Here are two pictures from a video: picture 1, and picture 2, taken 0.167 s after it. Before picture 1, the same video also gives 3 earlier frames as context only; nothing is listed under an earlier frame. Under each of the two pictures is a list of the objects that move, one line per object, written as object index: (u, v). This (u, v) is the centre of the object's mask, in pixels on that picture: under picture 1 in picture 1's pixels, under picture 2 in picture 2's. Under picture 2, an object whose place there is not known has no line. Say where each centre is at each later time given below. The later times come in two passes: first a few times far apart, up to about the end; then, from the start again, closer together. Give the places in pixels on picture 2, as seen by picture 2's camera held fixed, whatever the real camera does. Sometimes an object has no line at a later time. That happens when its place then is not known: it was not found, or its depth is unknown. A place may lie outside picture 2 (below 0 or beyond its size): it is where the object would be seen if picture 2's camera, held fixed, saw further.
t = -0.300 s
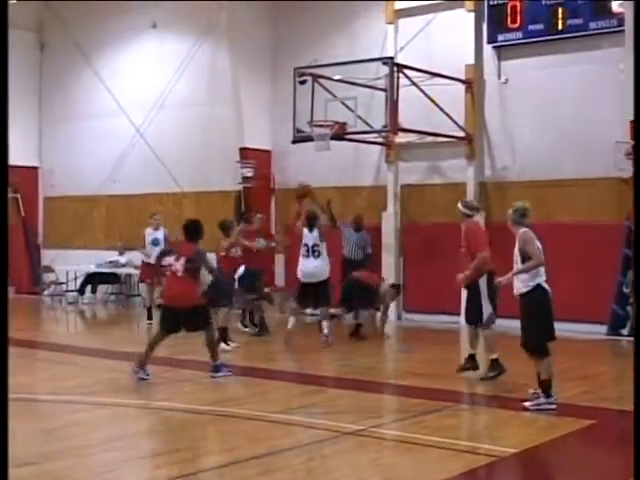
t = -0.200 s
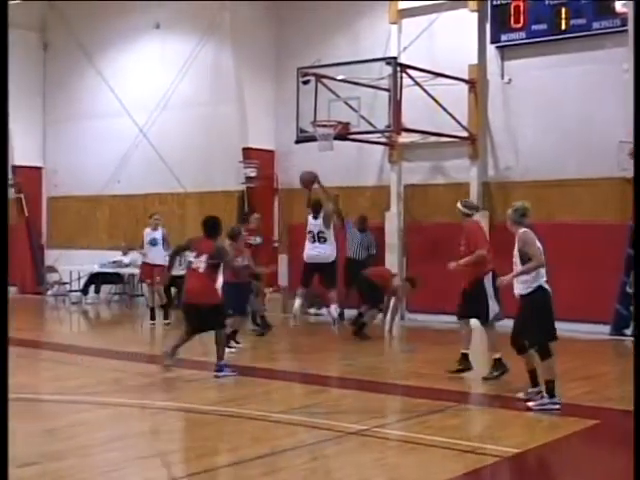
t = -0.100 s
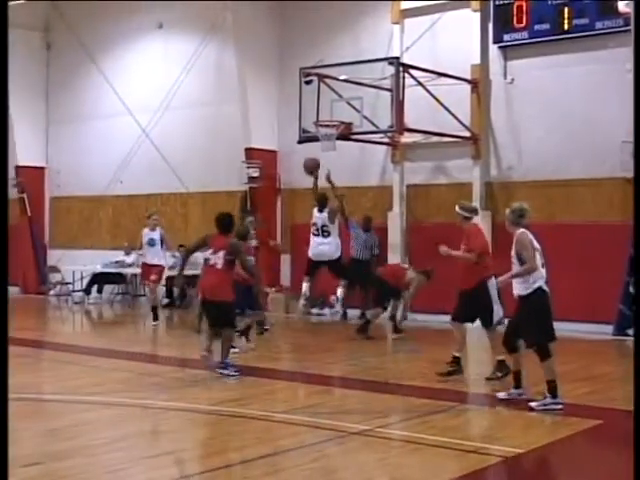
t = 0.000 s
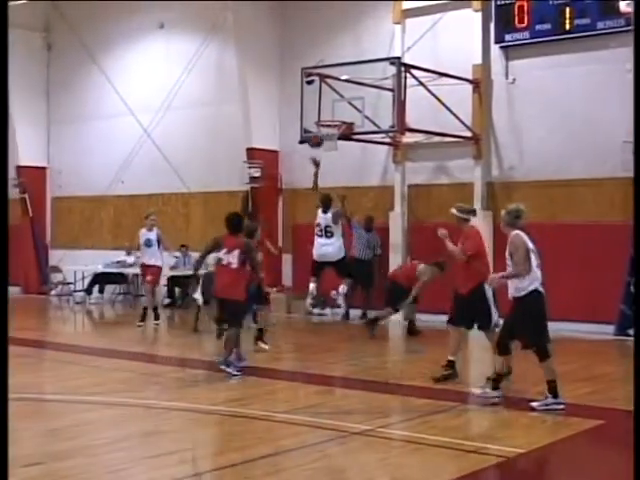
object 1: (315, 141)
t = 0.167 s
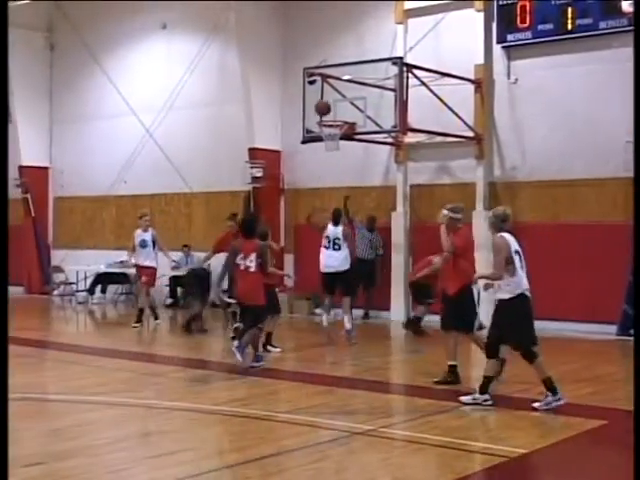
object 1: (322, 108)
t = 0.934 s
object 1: (335, 131)
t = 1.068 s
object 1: (333, 154)
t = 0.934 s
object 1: (335, 131)
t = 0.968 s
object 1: (335, 139)
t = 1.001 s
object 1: (336, 145)
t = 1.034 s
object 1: (334, 149)
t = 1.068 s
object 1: (333, 154)
